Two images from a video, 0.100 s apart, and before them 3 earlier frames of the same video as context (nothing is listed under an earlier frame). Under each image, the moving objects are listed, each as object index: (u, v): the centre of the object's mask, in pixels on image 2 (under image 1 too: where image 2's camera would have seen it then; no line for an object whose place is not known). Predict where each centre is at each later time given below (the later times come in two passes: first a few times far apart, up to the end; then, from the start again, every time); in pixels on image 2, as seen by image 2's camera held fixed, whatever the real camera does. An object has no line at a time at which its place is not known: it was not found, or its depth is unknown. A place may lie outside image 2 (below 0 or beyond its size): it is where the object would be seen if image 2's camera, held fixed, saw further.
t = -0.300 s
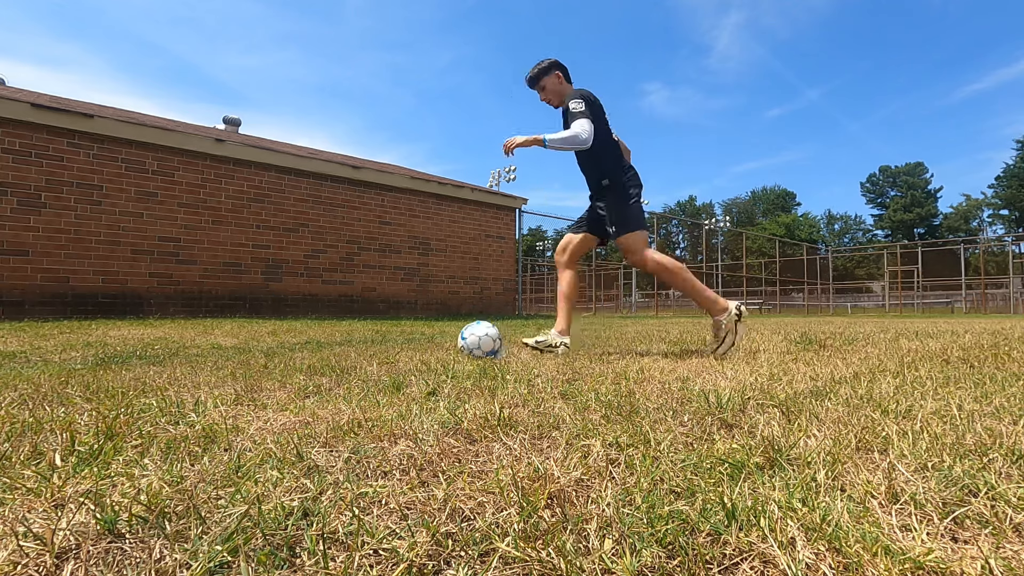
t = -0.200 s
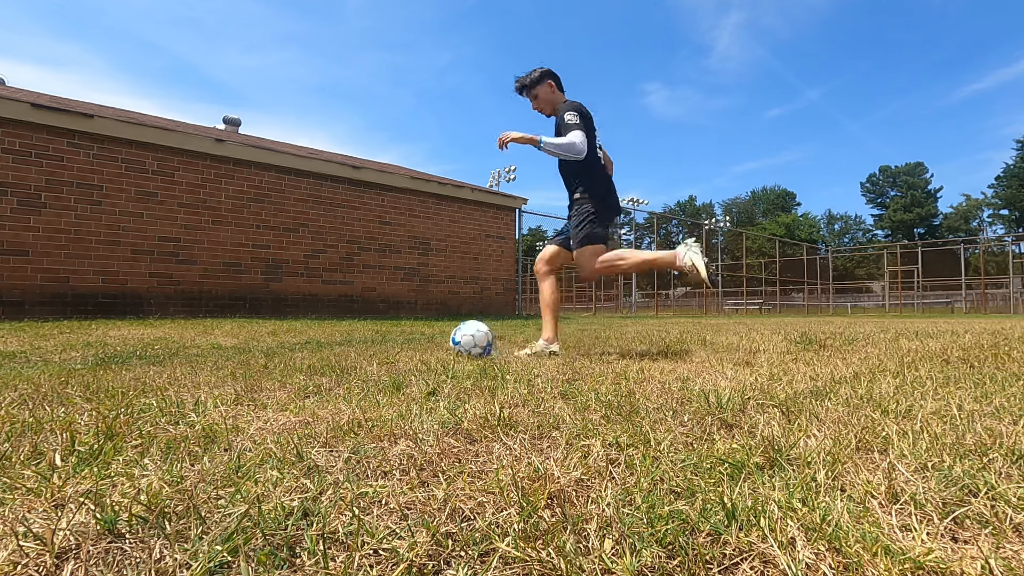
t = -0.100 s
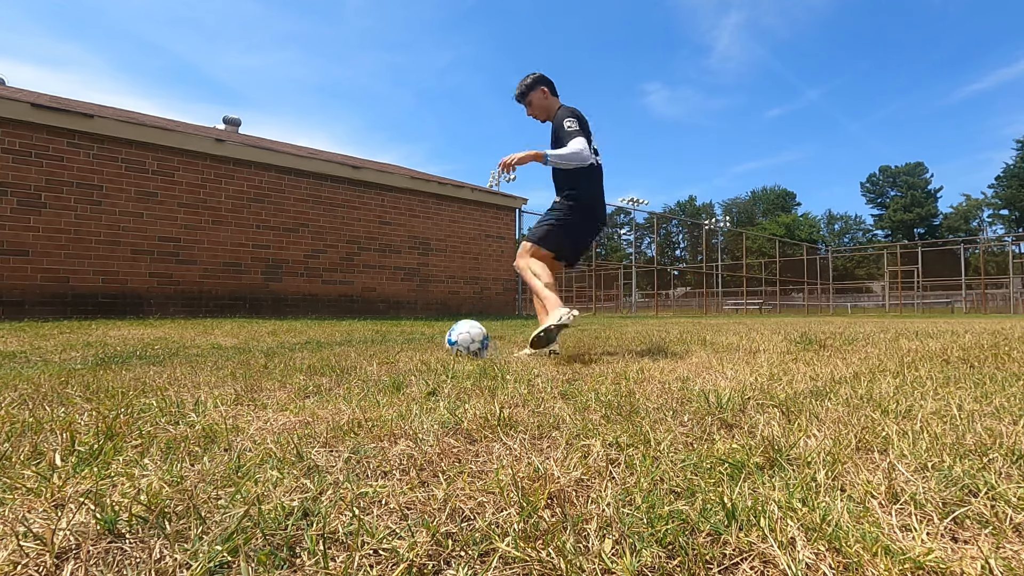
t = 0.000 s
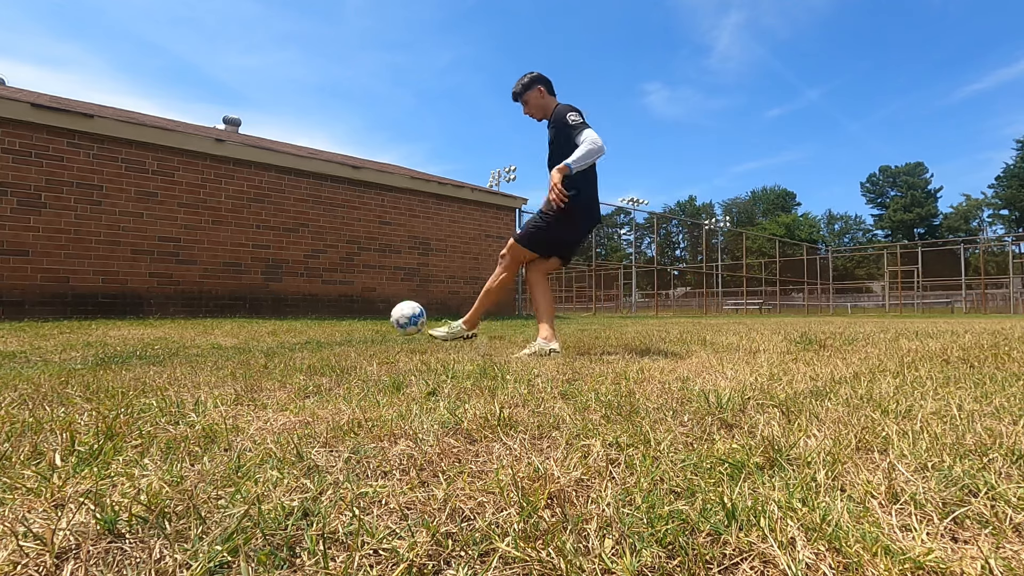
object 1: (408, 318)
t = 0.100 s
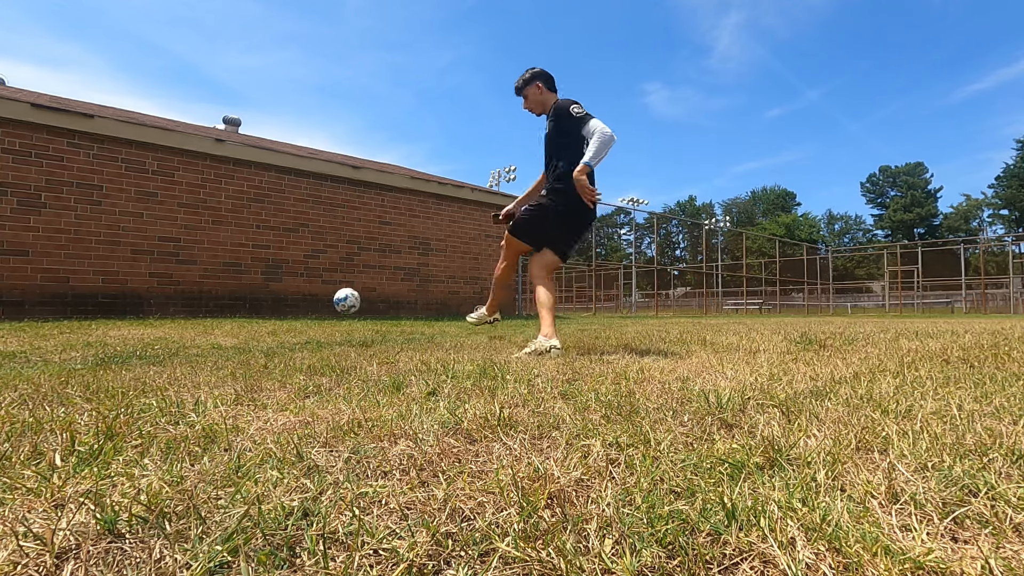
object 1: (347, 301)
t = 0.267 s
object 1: (300, 303)
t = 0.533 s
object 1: (312, 280)
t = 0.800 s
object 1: (387, 232)
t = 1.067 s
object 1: (488, 223)
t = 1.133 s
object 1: (518, 231)
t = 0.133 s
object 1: (334, 299)
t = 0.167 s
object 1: (323, 299)
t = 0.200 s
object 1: (314, 300)
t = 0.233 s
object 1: (307, 301)
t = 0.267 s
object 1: (300, 303)
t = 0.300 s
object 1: (294, 306)
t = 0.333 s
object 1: (290, 308)
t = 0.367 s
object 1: (285, 311)
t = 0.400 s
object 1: (282, 314)
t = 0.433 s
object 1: (288, 306)
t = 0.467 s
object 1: (296, 296)
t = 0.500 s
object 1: (304, 289)
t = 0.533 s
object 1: (312, 280)
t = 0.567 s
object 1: (320, 272)
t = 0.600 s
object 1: (328, 265)
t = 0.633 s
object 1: (338, 258)
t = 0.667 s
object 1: (347, 252)
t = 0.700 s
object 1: (356, 246)
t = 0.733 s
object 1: (366, 241)
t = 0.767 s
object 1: (376, 236)
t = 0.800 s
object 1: (387, 232)
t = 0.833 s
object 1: (398, 228)
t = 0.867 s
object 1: (409, 224)
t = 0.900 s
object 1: (421, 223)
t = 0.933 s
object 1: (434, 221)
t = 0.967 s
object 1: (446, 220)
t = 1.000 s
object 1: (459, 221)
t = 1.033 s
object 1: (473, 221)
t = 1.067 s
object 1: (488, 223)
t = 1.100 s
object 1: (502, 226)
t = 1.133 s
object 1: (518, 231)
